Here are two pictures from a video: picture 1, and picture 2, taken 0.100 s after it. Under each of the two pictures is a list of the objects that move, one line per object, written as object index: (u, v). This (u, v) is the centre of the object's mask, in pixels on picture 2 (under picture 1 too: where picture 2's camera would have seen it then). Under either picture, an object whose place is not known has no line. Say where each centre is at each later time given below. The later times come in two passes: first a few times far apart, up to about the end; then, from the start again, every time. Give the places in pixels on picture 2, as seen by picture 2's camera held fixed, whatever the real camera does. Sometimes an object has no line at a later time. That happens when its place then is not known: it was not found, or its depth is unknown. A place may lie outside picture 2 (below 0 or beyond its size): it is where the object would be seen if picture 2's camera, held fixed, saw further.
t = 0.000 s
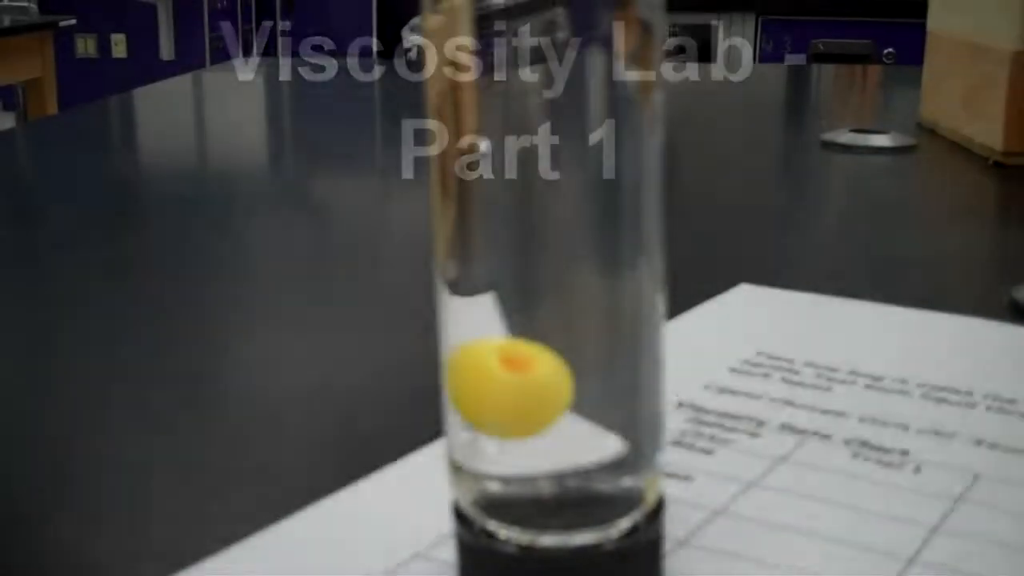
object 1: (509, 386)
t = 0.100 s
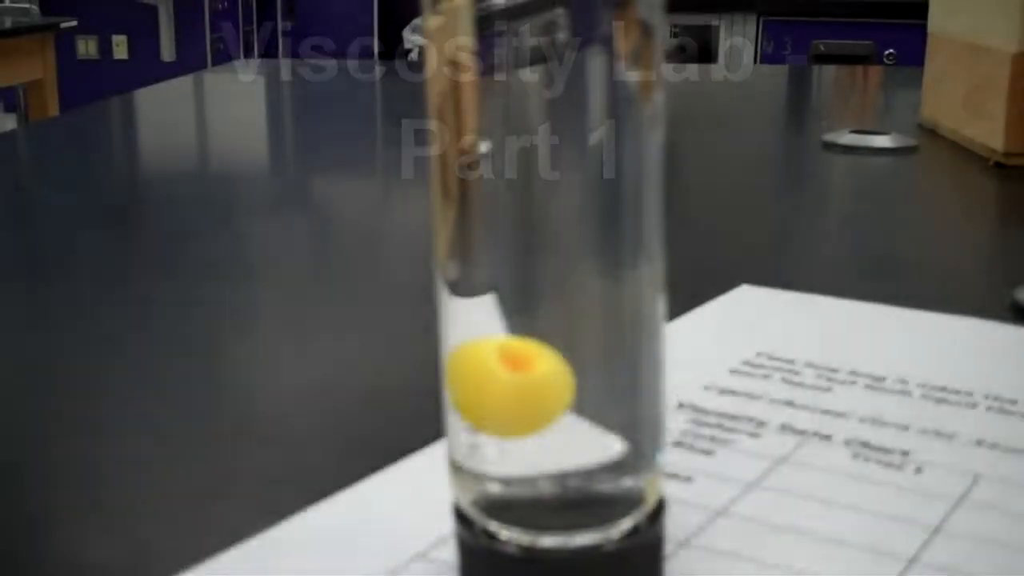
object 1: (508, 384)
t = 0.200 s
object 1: (510, 381)
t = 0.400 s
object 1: (509, 374)
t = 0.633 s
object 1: (510, 368)
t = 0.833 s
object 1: (509, 362)
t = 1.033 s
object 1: (510, 356)
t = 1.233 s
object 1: (509, 349)
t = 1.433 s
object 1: (509, 343)
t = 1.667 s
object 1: (509, 336)
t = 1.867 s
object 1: (509, 329)
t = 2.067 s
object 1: (510, 323)
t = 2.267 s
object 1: (510, 316)
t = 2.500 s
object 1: (509, 309)
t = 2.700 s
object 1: (509, 303)
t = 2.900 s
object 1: (509, 296)
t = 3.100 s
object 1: (509, 290)
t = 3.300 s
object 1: (509, 283)
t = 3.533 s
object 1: (509, 276)
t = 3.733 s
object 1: (509, 270)
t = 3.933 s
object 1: (509, 264)
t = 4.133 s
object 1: (508, 257)
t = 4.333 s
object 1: (508, 251)
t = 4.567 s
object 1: (508, 244)
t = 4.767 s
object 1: (508, 238)
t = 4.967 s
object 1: (509, 232)
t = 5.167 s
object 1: (509, 225)
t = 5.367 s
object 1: (509, 219)
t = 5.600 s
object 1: (510, 211)
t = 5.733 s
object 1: (510, 207)
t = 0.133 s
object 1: (509, 383)
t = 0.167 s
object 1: (510, 381)
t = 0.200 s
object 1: (510, 381)
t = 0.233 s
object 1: (509, 380)
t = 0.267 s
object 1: (509, 379)
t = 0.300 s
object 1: (509, 378)
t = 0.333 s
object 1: (509, 377)
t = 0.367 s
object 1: (509, 376)
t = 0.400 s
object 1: (509, 374)
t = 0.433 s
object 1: (509, 373)
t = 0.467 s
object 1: (510, 373)
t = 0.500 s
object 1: (510, 371)
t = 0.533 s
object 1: (510, 371)
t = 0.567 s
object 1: (510, 370)
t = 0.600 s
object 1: (509, 369)
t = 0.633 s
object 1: (510, 368)
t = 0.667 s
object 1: (509, 367)
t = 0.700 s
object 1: (509, 366)
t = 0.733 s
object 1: (510, 365)
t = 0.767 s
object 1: (510, 363)
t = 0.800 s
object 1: (509, 363)
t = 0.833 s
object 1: (509, 362)
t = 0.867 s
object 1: (509, 361)
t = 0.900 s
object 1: (509, 360)
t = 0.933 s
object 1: (510, 359)
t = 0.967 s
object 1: (510, 358)
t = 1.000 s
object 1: (510, 356)
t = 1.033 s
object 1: (510, 356)
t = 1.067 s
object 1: (510, 355)
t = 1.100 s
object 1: (510, 353)
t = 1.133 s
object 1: (509, 353)
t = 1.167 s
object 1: (510, 351)
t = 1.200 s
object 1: (509, 350)
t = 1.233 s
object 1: (509, 349)
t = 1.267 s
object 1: (509, 349)
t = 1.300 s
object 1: (509, 347)
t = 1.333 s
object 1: (509, 346)
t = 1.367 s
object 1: (509, 345)
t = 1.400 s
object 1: (509, 344)
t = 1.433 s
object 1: (509, 343)
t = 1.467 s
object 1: (509, 342)
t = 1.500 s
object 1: (509, 341)
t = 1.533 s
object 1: (509, 340)
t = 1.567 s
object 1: (509, 339)
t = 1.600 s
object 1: (509, 338)
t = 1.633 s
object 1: (509, 337)
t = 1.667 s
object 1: (509, 336)
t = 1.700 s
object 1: (509, 334)
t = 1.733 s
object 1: (509, 334)
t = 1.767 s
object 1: (509, 332)
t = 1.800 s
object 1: (509, 331)
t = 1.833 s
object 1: (509, 330)
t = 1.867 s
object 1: (509, 329)
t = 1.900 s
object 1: (509, 328)
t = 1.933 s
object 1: (509, 327)
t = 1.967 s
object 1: (509, 326)
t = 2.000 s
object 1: (509, 325)
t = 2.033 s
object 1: (509, 324)
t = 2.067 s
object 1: (510, 323)
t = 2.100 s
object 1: (509, 322)
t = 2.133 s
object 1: (509, 321)
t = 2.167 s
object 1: (509, 320)
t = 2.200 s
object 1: (509, 319)
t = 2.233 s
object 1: (509, 317)
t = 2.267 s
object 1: (510, 316)
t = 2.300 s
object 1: (509, 315)
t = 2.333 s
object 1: (509, 314)
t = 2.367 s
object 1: (509, 313)
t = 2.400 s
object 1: (509, 312)
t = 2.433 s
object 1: (509, 311)
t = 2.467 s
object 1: (509, 310)
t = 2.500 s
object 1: (509, 309)
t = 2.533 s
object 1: (509, 308)
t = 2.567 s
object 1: (509, 307)
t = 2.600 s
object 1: (509, 306)
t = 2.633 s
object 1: (509, 305)
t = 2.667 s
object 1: (509, 304)
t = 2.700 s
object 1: (509, 303)
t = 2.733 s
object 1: (509, 302)
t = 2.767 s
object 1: (509, 301)
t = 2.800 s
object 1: (509, 300)
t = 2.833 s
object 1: (509, 299)
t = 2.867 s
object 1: (509, 298)
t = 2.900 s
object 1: (509, 296)
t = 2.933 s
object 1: (509, 295)
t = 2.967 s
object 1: (509, 294)
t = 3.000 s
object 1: (509, 293)
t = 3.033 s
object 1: (509, 292)
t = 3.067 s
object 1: (509, 291)
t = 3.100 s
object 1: (509, 290)
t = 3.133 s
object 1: (509, 289)
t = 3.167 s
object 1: (510, 288)
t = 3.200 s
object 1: (509, 286)
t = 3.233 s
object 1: (509, 286)
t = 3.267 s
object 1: (509, 285)
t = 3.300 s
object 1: (509, 283)
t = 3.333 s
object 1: (509, 282)
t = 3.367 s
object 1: (509, 282)
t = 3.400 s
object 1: (509, 280)
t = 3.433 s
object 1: (509, 279)
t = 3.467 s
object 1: (509, 278)
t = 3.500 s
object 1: (510, 277)
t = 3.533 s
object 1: (509, 276)
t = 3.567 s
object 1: (509, 275)
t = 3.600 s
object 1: (509, 274)
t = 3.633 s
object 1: (509, 273)
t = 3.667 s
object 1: (509, 272)
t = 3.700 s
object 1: (509, 271)
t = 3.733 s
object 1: (509, 270)
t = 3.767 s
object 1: (509, 269)
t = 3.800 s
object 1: (509, 268)
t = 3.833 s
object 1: (509, 267)
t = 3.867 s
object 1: (509, 266)
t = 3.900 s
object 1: (509, 265)
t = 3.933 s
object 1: (509, 264)
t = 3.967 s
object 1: (509, 263)
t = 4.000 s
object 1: (509, 261)
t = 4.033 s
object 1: (509, 260)
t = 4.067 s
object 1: (509, 260)
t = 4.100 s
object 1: (508, 259)
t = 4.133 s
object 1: (508, 257)
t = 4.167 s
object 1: (509, 256)
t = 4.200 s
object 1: (509, 255)
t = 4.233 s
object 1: (509, 254)
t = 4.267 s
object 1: (509, 253)
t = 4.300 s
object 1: (508, 252)
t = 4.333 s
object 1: (508, 251)
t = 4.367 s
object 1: (508, 250)
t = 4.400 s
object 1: (508, 249)
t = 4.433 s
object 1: (508, 248)
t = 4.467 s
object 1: (508, 247)
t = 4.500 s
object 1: (508, 246)
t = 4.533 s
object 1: (508, 245)
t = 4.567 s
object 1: (508, 244)
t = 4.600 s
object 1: (508, 243)
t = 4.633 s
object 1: (508, 242)
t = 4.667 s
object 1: (508, 241)
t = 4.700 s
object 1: (508, 240)
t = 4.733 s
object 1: (508, 239)
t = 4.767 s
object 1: (508, 238)
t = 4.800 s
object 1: (508, 237)
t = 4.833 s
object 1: (508, 236)
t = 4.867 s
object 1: (508, 235)
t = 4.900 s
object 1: (509, 234)
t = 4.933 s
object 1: (509, 233)
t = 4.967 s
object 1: (509, 232)
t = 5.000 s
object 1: (509, 231)
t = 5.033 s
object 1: (509, 230)
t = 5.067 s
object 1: (509, 229)
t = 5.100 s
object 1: (509, 228)
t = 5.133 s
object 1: (509, 227)
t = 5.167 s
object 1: (509, 225)
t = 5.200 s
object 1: (509, 225)
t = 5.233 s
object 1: (509, 223)
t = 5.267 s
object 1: (509, 222)
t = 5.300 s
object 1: (509, 221)
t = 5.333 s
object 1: (509, 220)
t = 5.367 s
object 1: (509, 219)
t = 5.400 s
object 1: (510, 218)
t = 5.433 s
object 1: (510, 217)
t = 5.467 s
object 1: (510, 216)
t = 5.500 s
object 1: (510, 215)
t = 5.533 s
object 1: (510, 213)
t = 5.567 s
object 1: (510, 212)
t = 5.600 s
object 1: (510, 211)
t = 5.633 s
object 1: (510, 210)
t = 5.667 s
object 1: (510, 209)
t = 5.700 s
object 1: (510, 208)
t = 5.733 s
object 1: (510, 207)
